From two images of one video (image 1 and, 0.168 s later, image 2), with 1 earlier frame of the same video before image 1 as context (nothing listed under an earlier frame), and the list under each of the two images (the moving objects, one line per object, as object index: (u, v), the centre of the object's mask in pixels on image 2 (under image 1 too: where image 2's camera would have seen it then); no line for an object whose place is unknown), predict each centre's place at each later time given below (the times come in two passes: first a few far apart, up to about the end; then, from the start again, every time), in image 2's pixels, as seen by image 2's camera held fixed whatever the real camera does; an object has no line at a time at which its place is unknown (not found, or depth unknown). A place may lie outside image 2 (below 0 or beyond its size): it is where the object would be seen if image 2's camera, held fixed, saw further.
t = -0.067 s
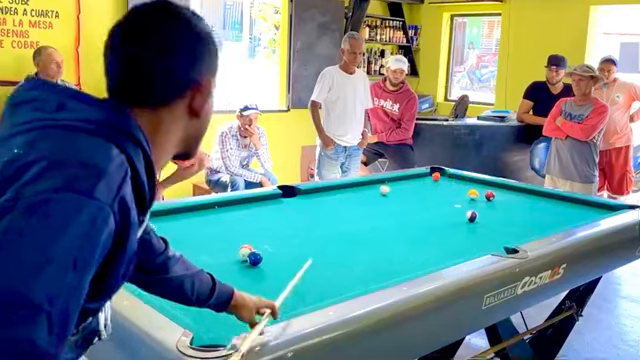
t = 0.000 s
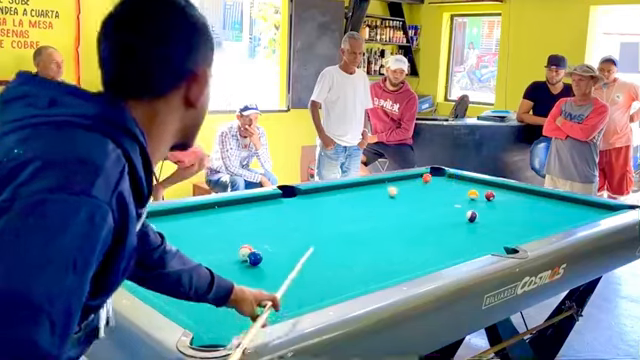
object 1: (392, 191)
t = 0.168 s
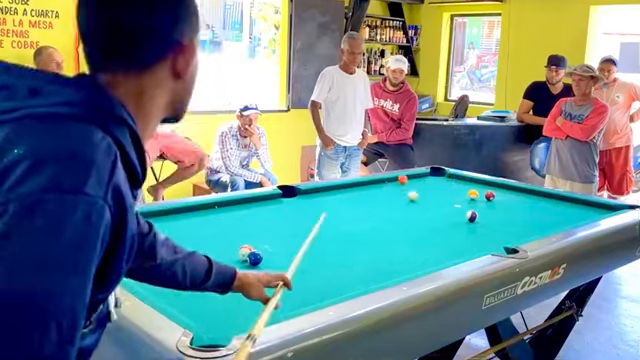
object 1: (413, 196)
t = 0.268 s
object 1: (425, 198)
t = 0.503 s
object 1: (454, 203)
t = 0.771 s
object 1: (489, 210)
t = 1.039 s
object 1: (525, 217)
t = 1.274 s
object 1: (557, 222)
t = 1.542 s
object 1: (551, 221)
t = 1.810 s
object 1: (532, 216)
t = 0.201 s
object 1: (417, 197)
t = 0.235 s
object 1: (421, 198)
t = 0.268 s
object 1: (425, 198)
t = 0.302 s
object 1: (429, 199)
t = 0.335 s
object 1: (433, 200)
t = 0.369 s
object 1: (438, 200)
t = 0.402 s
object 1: (442, 201)
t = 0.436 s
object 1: (446, 202)
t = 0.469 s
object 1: (450, 203)
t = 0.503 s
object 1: (454, 203)
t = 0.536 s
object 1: (459, 204)
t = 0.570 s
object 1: (462, 205)
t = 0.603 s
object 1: (467, 206)
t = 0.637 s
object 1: (472, 206)
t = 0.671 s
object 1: (476, 207)
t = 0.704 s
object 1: (481, 208)
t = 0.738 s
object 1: (485, 209)
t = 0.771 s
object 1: (489, 210)
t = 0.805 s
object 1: (494, 211)
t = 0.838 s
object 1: (499, 212)
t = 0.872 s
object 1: (503, 213)
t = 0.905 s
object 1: (507, 214)
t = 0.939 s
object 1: (511, 215)
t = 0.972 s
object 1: (516, 216)
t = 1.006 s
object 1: (521, 216)
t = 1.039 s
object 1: (525, 217)
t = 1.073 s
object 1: (530, 218)
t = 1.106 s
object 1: (534, 219)
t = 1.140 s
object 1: (539, 220)
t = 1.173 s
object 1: (543, 221)
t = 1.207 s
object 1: (548, 222)
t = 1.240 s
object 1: (552, 222)
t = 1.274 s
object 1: (557, 222)
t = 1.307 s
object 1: (561, 222)
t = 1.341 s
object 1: (566, 223)
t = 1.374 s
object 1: (564, 222)
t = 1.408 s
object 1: (561, 222)
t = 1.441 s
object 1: (558, 222)
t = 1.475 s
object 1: (556, 222)
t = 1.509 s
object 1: (553, 222)
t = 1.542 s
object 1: (551, 221)
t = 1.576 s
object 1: (548, 221)
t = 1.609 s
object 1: (546, 220)
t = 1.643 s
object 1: (544, 219)
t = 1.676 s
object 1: (541, 219)
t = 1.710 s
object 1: (539, 218)
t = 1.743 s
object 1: (537, 217)
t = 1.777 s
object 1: (534, 217)
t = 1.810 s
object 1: (532, 216)
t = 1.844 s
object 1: (530, 216)
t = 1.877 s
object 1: (528, 215)
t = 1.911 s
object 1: (526, 215)
